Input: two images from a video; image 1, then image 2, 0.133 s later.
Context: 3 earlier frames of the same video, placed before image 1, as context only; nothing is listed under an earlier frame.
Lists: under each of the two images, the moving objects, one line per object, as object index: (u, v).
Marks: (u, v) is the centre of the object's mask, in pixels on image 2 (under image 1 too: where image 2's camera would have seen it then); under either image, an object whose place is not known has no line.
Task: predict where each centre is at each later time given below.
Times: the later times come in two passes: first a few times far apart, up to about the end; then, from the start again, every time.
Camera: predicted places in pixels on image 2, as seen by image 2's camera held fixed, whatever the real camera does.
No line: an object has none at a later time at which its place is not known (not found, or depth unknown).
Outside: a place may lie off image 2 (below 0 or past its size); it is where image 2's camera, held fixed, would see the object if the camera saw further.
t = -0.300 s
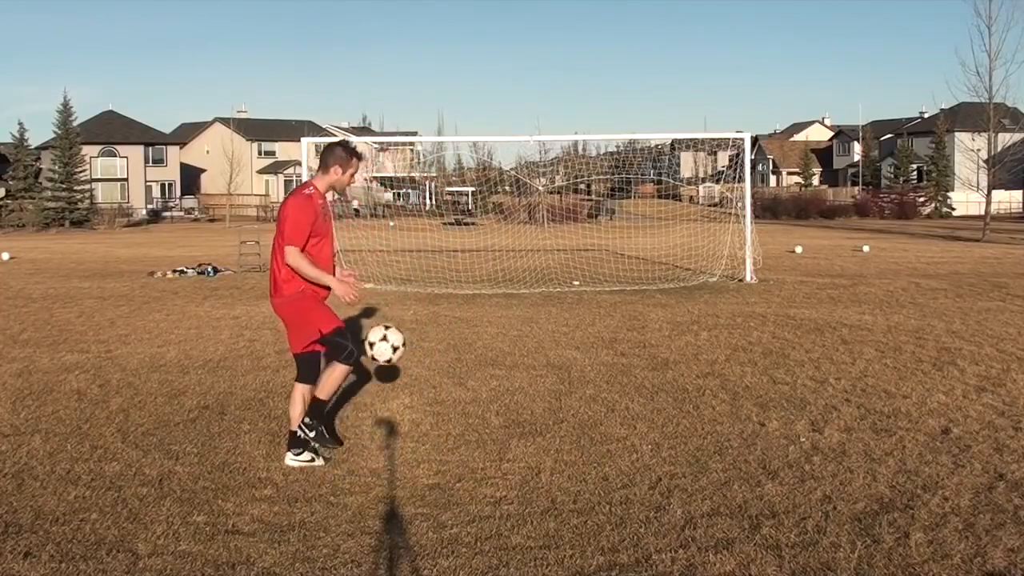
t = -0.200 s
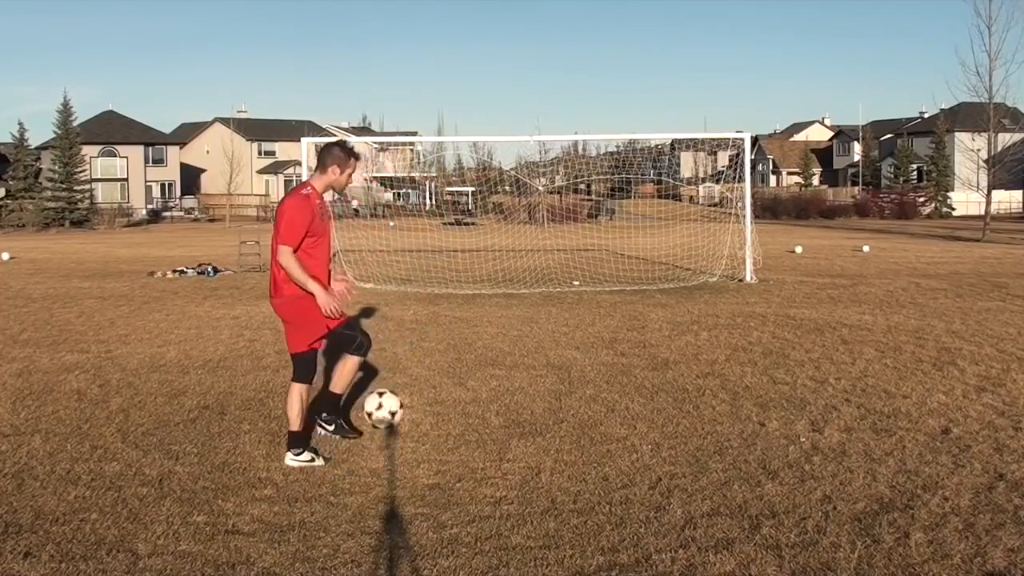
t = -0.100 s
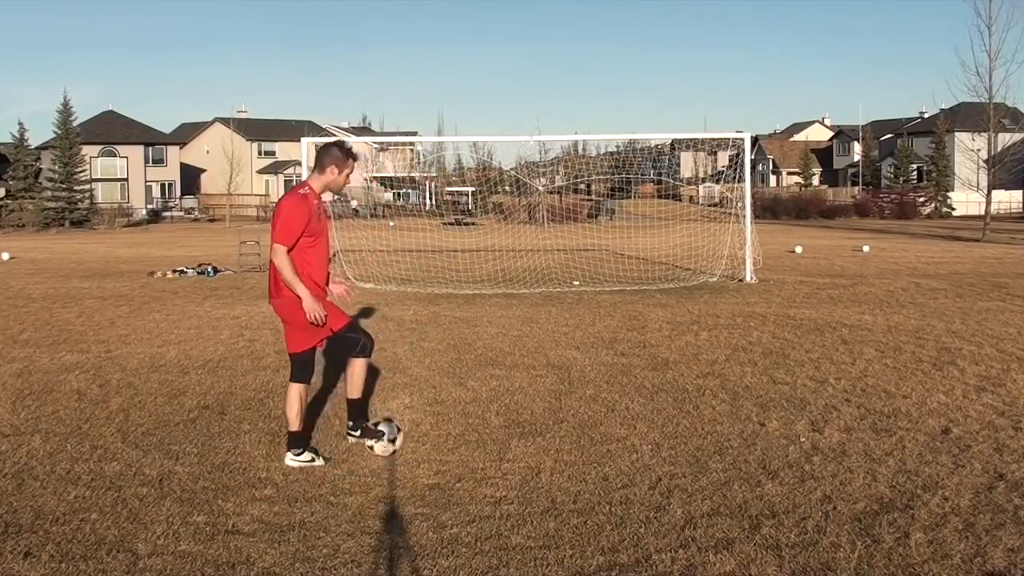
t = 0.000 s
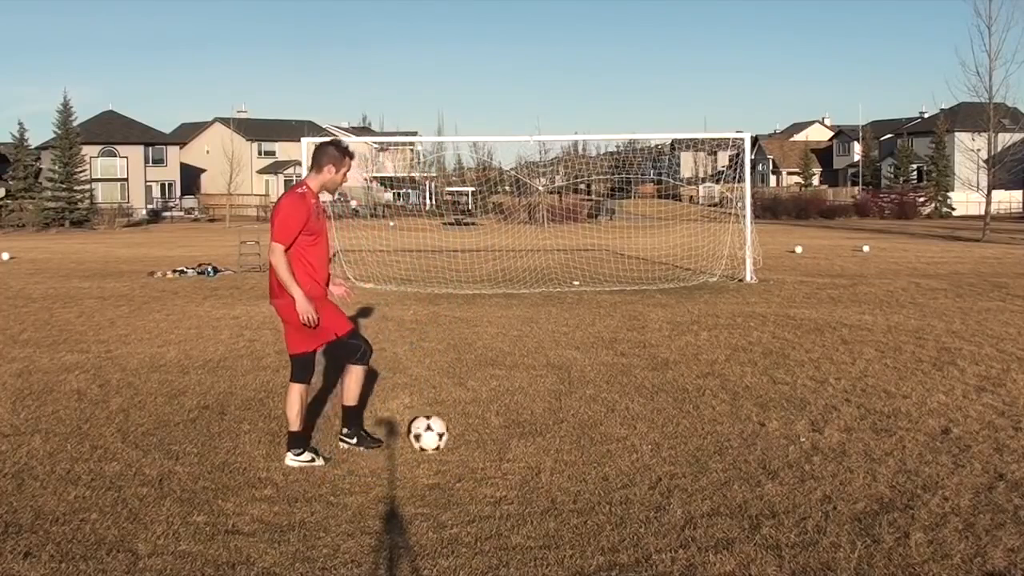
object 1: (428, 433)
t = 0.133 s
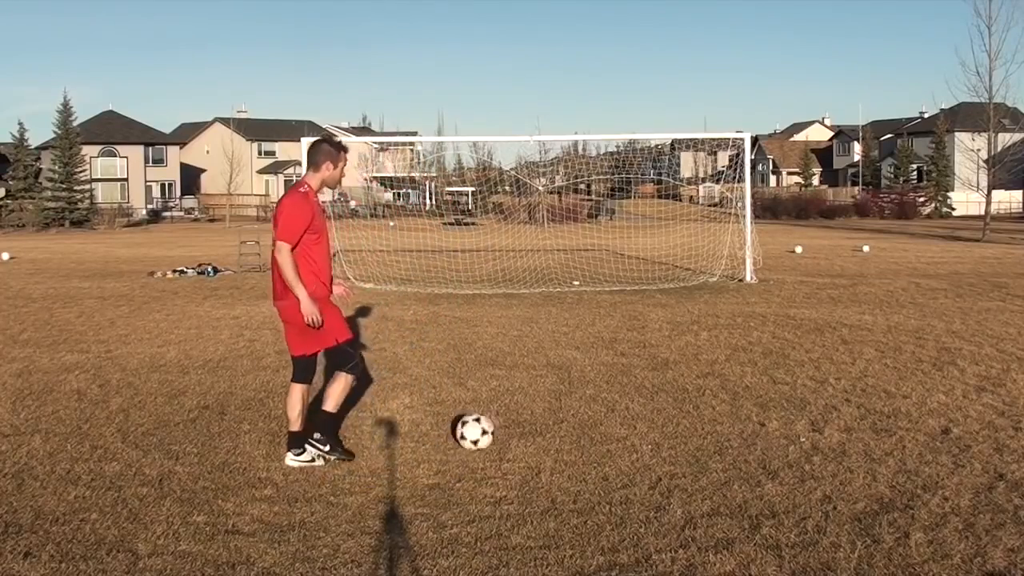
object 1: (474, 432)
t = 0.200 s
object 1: (493, 432)
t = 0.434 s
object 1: (531, 424)
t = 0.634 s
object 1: (548, 422)
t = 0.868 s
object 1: (564, 420)
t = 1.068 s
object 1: (574, 419)
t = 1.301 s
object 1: (585, 417)
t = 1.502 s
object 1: (592, 416)
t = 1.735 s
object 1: (595, 415)
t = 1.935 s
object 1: (594, 415)
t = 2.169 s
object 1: (592, 416)
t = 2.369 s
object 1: (590, 416)
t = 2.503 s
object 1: (590, 416)
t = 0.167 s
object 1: (483, 431)
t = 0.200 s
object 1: (493, 432)
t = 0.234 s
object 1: (500, 430)
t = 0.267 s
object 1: (506, 427)
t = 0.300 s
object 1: (512, 426)
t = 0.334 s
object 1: (518, 426)
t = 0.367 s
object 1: (524, 427)
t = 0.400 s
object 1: (528, 426)
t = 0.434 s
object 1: (531, 424)
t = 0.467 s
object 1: (533, 424)
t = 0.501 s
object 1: (537, 424)
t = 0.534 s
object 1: (540, 424)
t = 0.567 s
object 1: (543, 423)
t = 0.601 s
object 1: (546, 423)
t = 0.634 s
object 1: (548, 422)
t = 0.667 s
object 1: (551, 421)
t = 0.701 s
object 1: (553, 421)
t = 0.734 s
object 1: (555, 421)
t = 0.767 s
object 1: (558, 420)
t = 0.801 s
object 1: (560, 420)
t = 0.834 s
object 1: (562, 420)
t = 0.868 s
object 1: (564, 420)
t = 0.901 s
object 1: (566, 420)
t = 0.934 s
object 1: (568, 420)
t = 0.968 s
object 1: (570, 420)
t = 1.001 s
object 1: (572, 419)
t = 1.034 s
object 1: (573, 419)
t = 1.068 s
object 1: (574, 419)
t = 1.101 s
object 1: (576, 418)
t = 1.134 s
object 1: (577, 418)
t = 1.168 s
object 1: (579, 418)
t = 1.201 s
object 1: (580, 418)
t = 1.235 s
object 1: (582, 417)
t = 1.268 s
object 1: (583, 417)
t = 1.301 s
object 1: (585, 417)
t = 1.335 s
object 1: (586, 417)
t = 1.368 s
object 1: (587, 417)
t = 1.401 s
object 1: (589, 416)
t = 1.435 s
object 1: (590, 416)
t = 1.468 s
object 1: (591, 416)
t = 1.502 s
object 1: (592, 416)
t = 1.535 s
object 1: (593, 415)
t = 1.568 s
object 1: (594, 415)
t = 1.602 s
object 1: (594, 415)
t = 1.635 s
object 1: (595, 415)
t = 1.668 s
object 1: (595, 415)
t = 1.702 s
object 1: (595, 415)
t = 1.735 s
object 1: (595, 415)
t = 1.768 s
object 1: (595, 415)
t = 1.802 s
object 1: (595, 415)
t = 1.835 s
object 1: (594, 415)
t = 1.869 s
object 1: (594, 415)
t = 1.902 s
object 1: (594, 415)
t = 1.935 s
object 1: (594, 415)
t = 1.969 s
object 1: (593, 415)
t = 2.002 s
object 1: (593, 415)
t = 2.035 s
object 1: (593, 415)
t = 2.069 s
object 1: (593, 415)
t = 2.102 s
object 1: (592, 416)
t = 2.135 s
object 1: (592, 416)
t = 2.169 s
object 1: (592, 416)
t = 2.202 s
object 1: (591, 416)
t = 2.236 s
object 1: (591, 416)
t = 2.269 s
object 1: (591, 416)
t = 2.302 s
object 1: (591, 416)
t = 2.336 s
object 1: (590, 416)
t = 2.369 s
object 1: (590, 416)
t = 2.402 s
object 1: (590, 416)
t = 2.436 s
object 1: (590, 416)
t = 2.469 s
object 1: (590, 416)
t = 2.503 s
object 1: (590, 416)
